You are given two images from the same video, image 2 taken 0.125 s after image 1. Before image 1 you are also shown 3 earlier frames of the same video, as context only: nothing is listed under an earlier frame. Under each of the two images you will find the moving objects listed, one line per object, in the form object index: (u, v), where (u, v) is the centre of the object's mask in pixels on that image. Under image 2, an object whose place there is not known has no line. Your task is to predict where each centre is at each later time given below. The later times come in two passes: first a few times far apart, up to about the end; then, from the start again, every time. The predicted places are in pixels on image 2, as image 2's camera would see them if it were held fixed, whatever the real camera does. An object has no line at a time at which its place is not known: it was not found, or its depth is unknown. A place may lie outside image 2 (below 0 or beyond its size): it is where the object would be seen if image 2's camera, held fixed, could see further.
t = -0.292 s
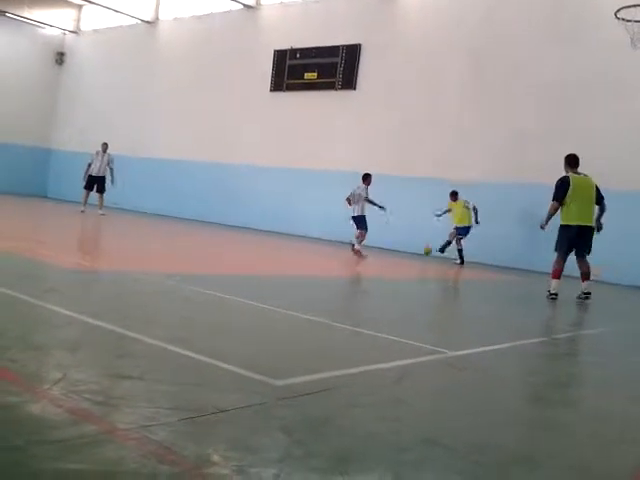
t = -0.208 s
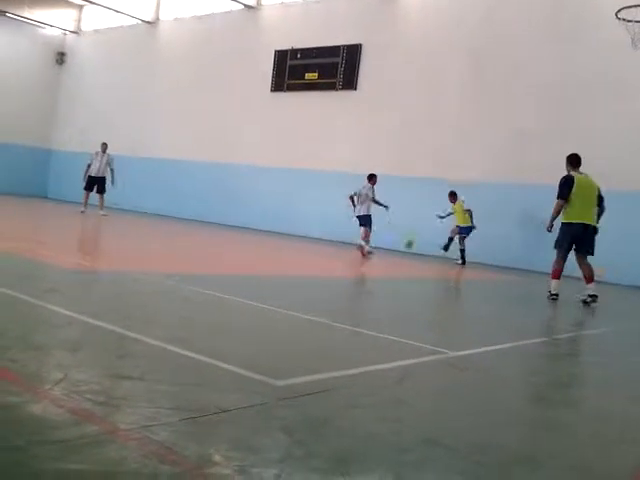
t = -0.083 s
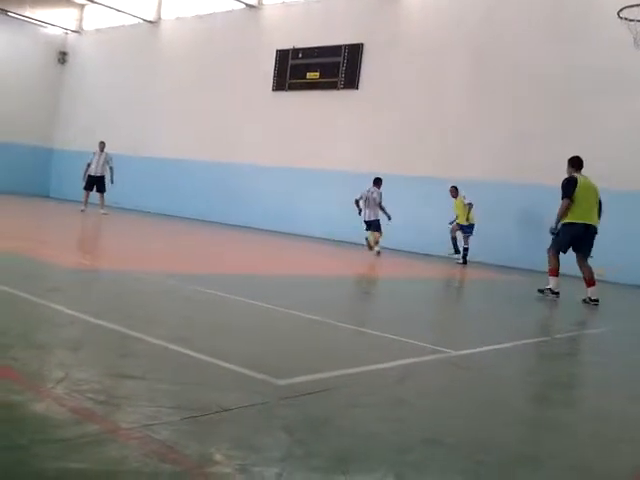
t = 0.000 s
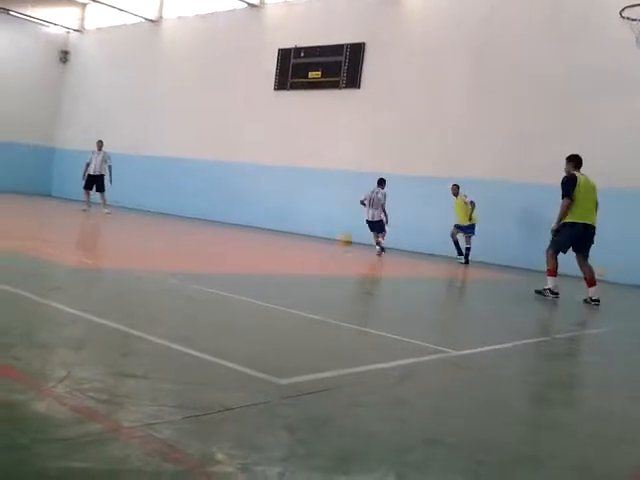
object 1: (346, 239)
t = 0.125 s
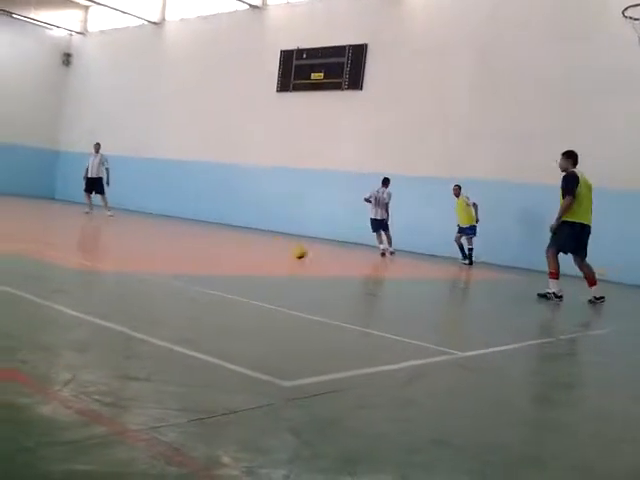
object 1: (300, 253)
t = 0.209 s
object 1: (268, 244)
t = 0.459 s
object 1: (130, 246)
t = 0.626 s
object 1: (2, 242)
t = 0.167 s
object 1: (284, 247)
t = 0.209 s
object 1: (268, 244)
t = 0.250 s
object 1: (250, 241)
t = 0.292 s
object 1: (229, 240)
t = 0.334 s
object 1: (206, 240)
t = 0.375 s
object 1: (182, 241)
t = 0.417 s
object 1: (158, 245)
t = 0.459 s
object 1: (130, 246)
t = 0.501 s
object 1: (101, 243)
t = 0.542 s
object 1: (72, 243)
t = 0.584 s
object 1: (38, 243)
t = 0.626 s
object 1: (2, 242)
